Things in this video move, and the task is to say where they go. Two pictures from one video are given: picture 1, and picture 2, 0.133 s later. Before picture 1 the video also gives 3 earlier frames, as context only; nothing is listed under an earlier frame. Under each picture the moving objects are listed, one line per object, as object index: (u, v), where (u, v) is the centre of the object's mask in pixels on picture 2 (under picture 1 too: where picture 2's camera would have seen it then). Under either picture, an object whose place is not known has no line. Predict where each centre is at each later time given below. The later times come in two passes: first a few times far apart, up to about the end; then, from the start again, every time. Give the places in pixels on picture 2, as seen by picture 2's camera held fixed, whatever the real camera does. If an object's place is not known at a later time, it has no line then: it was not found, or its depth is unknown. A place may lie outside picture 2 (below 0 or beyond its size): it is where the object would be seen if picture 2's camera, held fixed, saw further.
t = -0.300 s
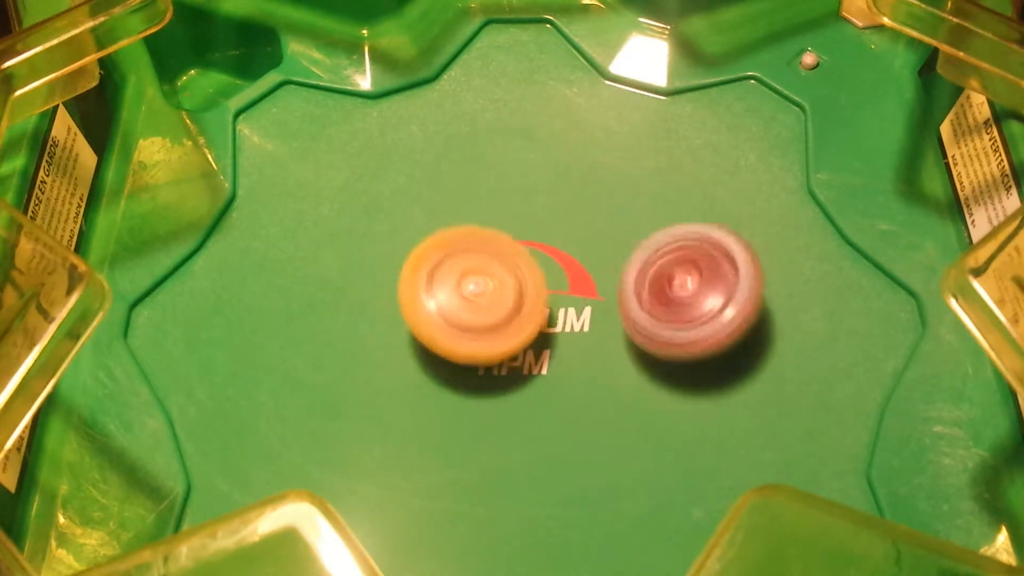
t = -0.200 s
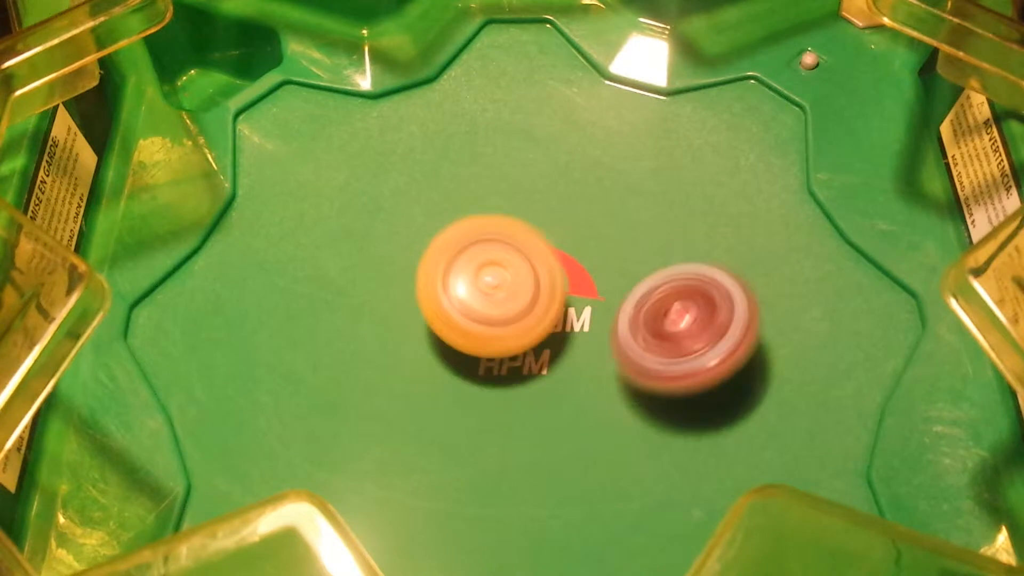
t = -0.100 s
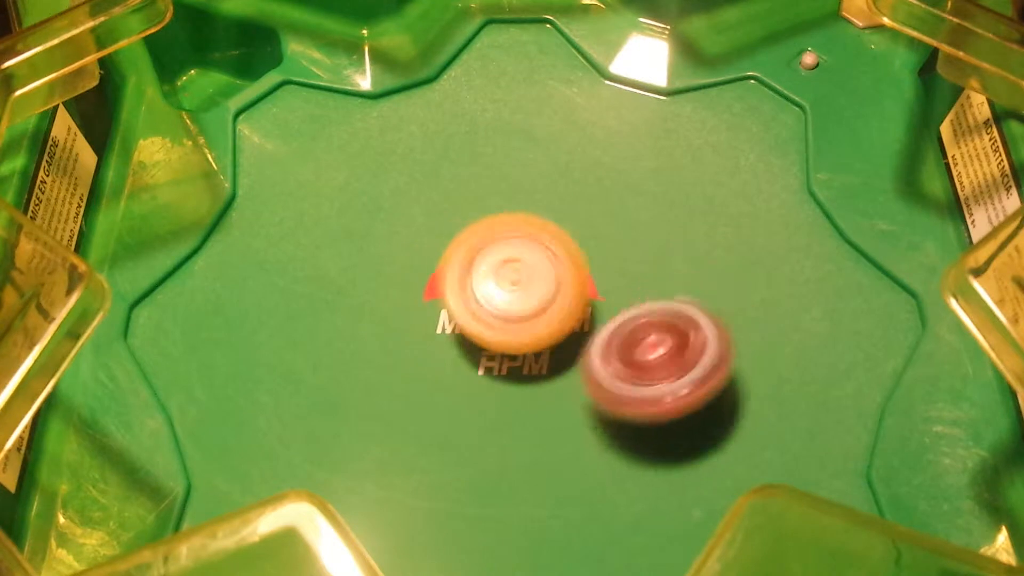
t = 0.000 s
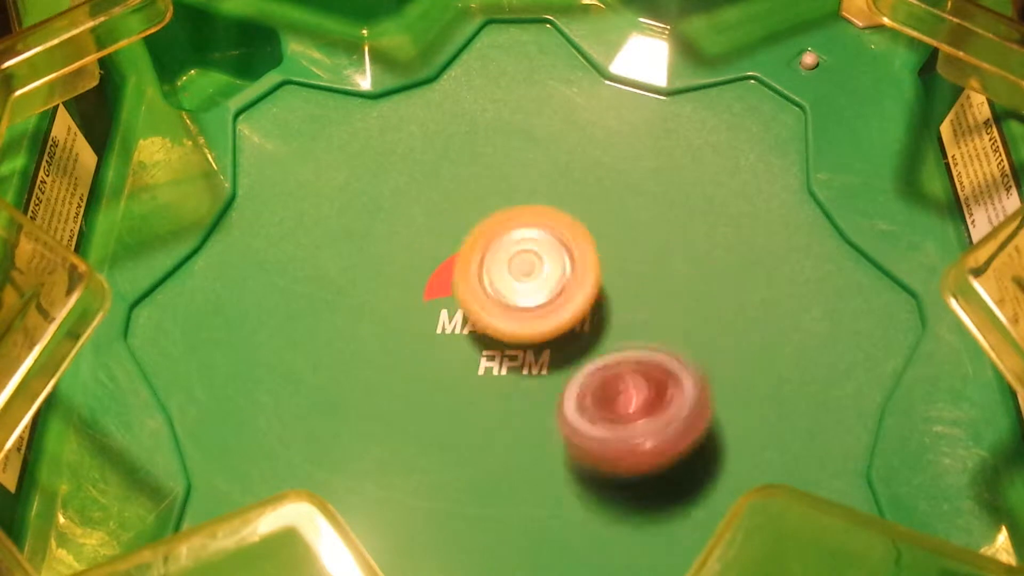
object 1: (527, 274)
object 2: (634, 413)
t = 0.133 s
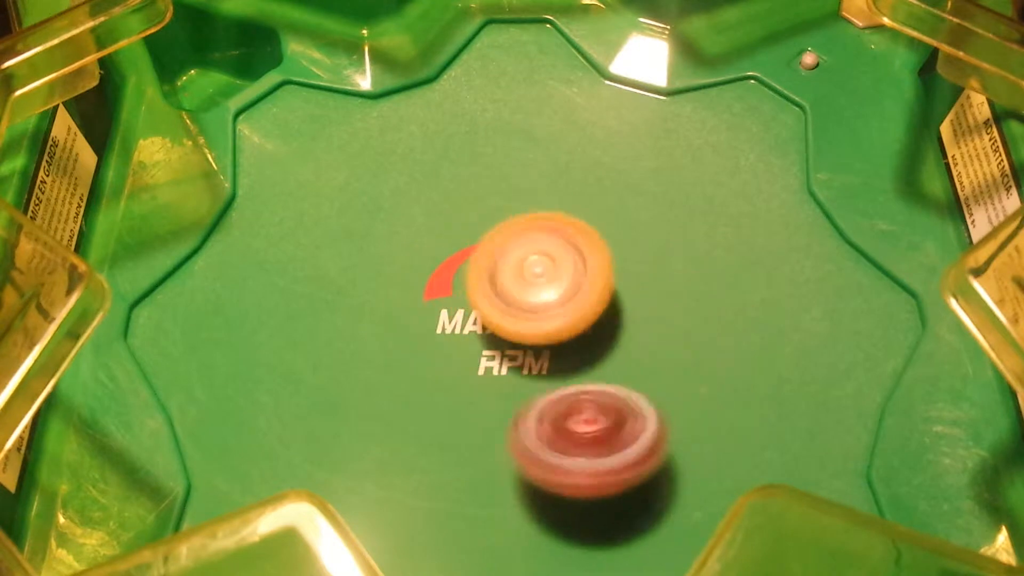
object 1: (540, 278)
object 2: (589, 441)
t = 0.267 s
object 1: (547, 296)
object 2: (535, 425)
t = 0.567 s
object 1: (588, 269)
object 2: (477, 392)
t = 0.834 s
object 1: (612, 279)
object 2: (513, 393)
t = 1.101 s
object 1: (611, 299)
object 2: (485, 416)
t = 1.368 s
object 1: (587, 309)
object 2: (445, 367)
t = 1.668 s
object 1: (636, 312)
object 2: (480, 350)
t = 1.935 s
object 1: (627, 337)
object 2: (448, 335)
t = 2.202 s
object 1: (587, 318)
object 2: (444, 330)
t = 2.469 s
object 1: (587, 311)
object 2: (430, 259)
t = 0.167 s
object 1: (545, 281)
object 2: (573, 440)
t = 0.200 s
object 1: (547, 290)
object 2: (559, 437)
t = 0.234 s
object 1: (547, 294)
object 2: (546, 432)
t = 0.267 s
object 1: (547, 296)
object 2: (535, 425)
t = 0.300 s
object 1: (550, 300)
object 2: (522, 420)
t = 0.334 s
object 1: (564, 292)
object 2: (496, 432)
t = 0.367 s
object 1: (572, 282)
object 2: (474, 434)
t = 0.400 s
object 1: (578, 273)
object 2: (459, 434)
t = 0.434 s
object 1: (584, 272)
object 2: (452, 429)
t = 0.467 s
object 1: (585, 272)
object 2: (450, 419)
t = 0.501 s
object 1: (583, 270)
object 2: (456, 407)
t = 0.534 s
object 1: (588, 267)
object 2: (464, 399)
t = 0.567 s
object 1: (588, 269)
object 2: (477, 392)
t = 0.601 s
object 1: (588, 270)
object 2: (488, 385)
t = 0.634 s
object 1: (586, 269)
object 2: (498, 382)
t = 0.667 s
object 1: (590, 268)
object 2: (503, 379)
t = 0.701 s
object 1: (595, 271)
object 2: (510, 379)
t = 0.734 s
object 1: (600, 272)
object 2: (513, 382)
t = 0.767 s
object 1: (603, 273)
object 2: (515, 387)
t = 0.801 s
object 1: (610, 275)
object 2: (512, 392)
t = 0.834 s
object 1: (612, 279)
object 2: (513, 393)
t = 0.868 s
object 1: (614, 279)
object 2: (515, 394)
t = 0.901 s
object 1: (617, 281)
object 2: (518, 396)
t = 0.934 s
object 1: (620, 282)
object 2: (519, 401)
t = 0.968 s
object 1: (620, 286)
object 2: (515, 407)
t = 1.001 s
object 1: (620, 287)
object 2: (508, 413)
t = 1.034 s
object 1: (619, 292)
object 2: (499, 416)
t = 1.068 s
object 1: (616, 294)
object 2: (493, 417)
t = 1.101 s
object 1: (611, 299)
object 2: (485, 416)
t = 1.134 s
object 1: (606, 301)
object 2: (479, 413)
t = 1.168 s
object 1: (599, 304)
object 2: (472, 409)
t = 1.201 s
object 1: (591, 306)
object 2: (469, 401)
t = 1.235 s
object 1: (582, 308)
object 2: (469, 395)
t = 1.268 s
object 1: (578, 312)
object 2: (467, 389)
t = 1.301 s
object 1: (582, 309)
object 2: (454, 387)
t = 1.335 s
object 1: (587, 308)
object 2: (444, 376)
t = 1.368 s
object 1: (587, 309)
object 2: (445, 367)
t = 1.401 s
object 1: (590, 307)
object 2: (448, 361)
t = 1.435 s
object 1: (597, 307)
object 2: (450, 356)
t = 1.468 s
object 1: (602, 307)
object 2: (451, 352)
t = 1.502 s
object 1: (614, 305)
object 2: (448, 346)
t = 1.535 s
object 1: (622, 307)
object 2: (452, 340)
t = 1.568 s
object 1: (627, 307)
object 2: (464, 335)
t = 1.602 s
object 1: (631, 308)
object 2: (475, 339)
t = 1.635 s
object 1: (635, 310)
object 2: (479, 345)
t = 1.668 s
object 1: (636, 312)
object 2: (480, 350)
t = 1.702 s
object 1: (637, 315)
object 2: (478, 354)
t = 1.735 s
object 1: (636, 316)
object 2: (475, 355)
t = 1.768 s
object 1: (634, 319)
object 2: (472, 354)
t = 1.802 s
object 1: (630, 321)
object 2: (474, 348)
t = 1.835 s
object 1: (625, 322)
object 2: (476, 348)
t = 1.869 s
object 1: (627, 328)
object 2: (474, 346)
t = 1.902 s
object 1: (631, 333)
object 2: (459, 338)
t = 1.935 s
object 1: (627, 337)
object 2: (448, 335)
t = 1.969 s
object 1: (620, 336)
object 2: (441, 334)
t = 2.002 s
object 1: (617, 331)
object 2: (434, 334)
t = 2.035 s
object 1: (615, 330)
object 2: (432, 331)
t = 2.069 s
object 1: (612, 329)
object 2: (433, 332)
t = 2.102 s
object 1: (605, 329)
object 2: (431, 330)
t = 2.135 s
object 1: (599, 324)
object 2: (435, 330)
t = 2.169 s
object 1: (596, 321)
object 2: (440, 331)
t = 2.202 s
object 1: (587, 318)
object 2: (444, 330)
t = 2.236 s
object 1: (581, 313)
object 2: (450, 327)
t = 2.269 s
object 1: (576, 308)
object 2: (453, 323)
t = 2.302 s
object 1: (574, 309)
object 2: (455, 309)
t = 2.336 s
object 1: (574, 308)
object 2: (453, 291)
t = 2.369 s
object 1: (582, 309)
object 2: (452, 279)
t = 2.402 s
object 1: (584, 312)
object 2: (447, 266)
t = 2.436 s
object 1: (585, 312)
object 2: (438, 261)
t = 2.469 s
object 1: (587, 311)
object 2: (430, 259)
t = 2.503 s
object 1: (590, 310)
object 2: (427, 258)
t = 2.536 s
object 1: (593, 310)
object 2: (428, 258)
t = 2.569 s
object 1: (594, 313)
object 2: (434, 259)
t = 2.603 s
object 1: (591, 316)
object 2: (443, 263)
